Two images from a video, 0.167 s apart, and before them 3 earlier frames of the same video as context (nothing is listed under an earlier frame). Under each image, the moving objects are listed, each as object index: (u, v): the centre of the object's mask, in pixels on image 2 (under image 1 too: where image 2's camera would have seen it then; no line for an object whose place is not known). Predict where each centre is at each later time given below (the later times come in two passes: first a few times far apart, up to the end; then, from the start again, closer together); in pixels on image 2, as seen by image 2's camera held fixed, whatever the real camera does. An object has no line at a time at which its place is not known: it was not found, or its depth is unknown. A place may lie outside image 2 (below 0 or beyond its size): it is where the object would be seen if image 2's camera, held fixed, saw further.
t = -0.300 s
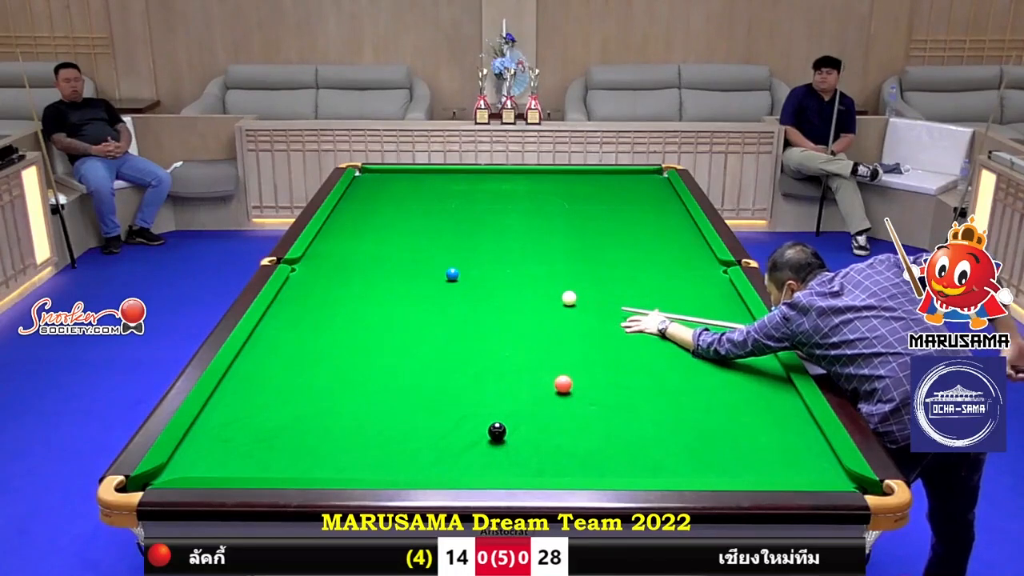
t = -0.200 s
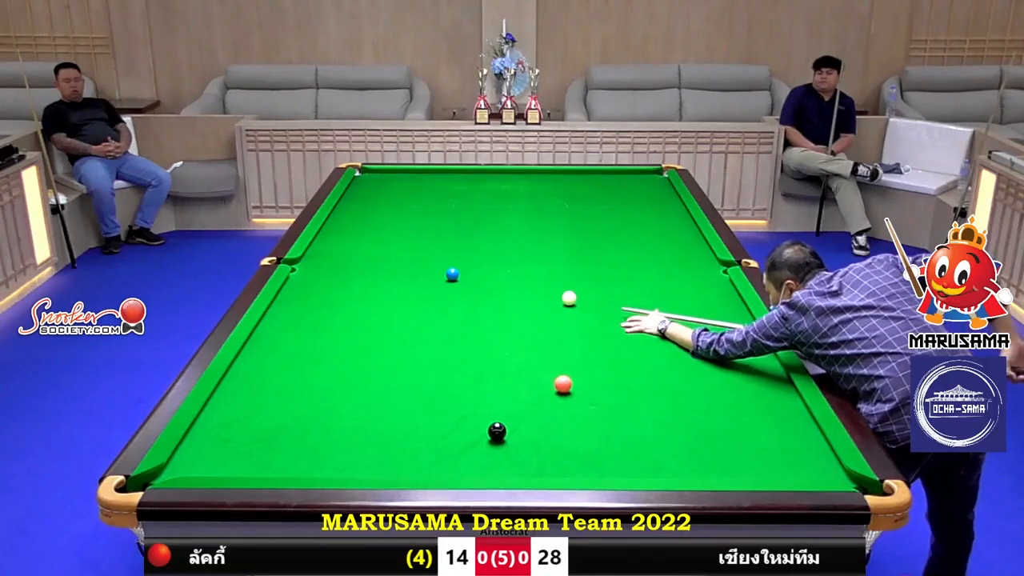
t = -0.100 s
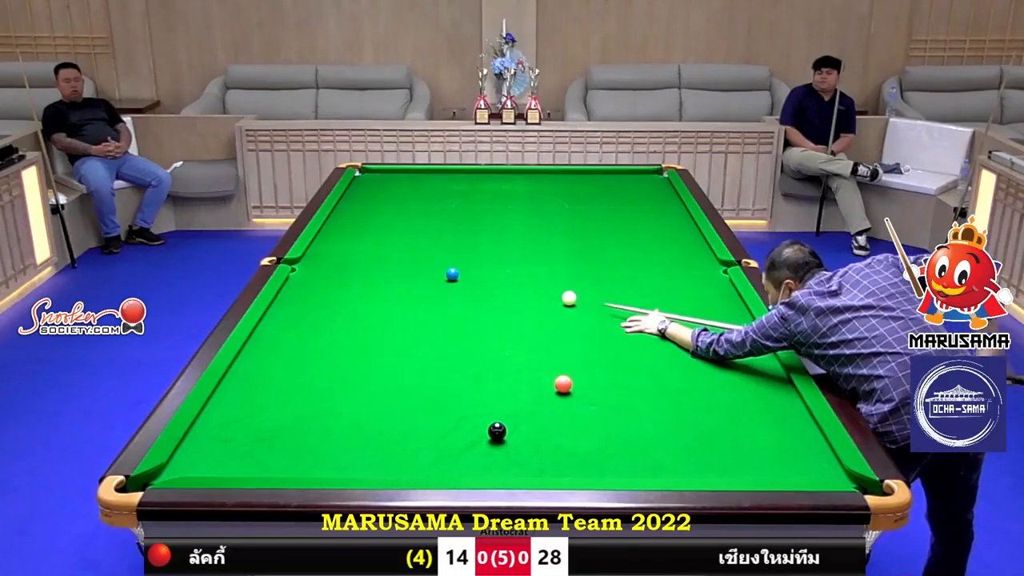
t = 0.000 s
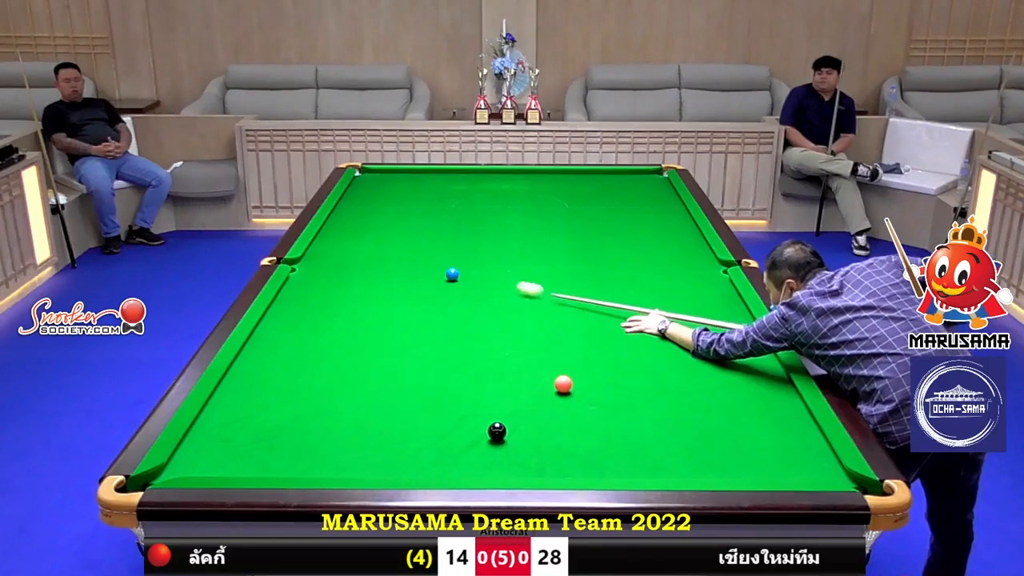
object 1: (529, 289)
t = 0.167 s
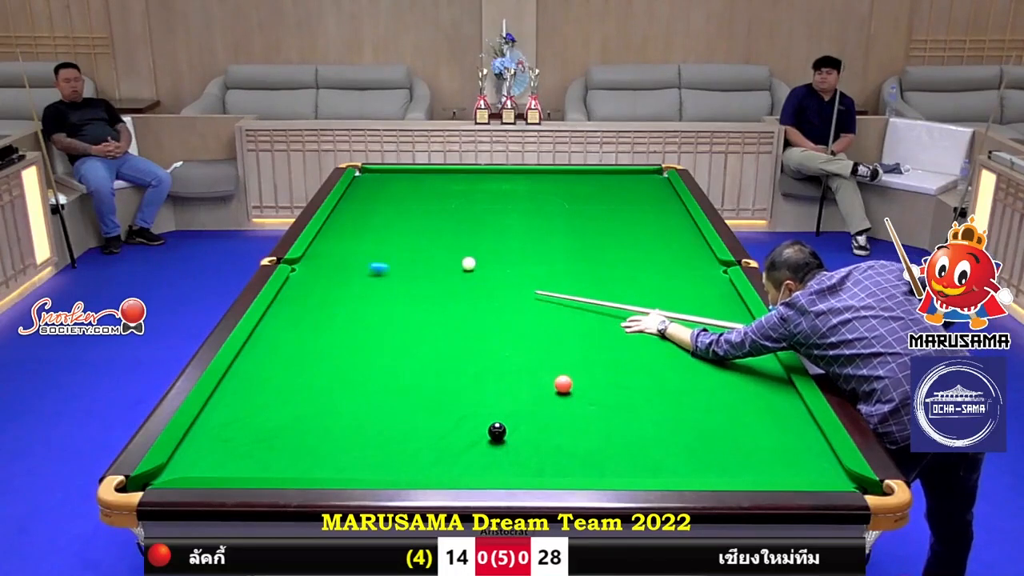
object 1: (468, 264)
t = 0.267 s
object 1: (468, 254)
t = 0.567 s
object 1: (456, 229)
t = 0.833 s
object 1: (447, 211)
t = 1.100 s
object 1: (439, 195)
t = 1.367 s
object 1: (431, 180)
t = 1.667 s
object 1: (424, 174)
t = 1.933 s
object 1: (419, 181)
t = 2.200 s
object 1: (414, 189)
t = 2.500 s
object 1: (408, 198)
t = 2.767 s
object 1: (402, 206)
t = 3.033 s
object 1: (397, 214)
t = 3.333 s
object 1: (391, 222)
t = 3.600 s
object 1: (386, 231)
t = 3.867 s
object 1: (381, 239)
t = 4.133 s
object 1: (376, 247)
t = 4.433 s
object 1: (371, 256)
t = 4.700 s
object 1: (366, 265)
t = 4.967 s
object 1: (361, 272)
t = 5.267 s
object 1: (356, 281)
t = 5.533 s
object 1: (353, 289)
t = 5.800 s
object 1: (349, 296)
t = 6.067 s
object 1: (345, 303)
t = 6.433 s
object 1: (342, 312)
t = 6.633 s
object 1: (338, 317)
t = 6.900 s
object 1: (335, 322)
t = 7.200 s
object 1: (332, 328)
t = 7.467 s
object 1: (330, 332)
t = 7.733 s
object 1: (328, 336)
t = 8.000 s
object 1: (326, 339)
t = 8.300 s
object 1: (324, 342)
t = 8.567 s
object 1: (323, 343)
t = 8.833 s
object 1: (322, 344)
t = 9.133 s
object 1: (322, 344)
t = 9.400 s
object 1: (322, 344)
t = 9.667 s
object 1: (322, 344)
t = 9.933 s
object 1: (322, 344)
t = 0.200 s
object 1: (469, 262)
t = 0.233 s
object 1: (469, 258)
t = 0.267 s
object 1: (468, 254)
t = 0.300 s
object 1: (467, 251)
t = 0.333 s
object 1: (466, 249)
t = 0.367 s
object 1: (465, 246)
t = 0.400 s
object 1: (464, 244)
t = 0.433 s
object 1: (462, 240)
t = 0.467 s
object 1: (460, 237)
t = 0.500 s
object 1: (460, 236)
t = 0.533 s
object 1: (458, 232)
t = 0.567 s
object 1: (456, 229)
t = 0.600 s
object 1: (456, 228)
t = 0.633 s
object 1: (454, 225)
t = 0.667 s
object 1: (452, 222)
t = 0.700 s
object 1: (452, 220)
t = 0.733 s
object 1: (450, 217)
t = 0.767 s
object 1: (449, 215)
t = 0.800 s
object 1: (448, 213)
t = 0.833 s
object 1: (447, 211)
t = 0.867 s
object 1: (445, 208)
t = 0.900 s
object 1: (445, 207)
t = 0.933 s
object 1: (443, 204)
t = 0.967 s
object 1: (442, 202)
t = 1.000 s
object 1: (442, 201)
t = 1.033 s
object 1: (440, 198)
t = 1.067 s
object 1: (439, 196)
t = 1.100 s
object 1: (439, 195)
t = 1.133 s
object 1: (437, 192)
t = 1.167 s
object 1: (436, 190)
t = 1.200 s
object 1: (436, 189)
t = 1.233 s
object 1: (434, 187)
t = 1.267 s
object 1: (433, 185)
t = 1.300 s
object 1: (433, 184)
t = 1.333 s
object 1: (432, 182)
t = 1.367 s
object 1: (431, 180)
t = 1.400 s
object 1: (430, 179)
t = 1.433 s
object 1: (429, 177)
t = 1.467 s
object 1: (428, 175)
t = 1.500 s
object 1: (428, 174)
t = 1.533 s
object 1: (427, 172)
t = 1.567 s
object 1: (426, 170)
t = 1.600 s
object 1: (425, 171)
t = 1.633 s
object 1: (425, 172)
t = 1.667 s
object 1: (424, 174)
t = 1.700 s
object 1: (423, 175)
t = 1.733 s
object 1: (423, 175)
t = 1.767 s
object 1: (422, 177)
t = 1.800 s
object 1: (422, 177)
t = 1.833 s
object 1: (421, 178)
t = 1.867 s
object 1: (420, 179)
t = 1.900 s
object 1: (420, 180)
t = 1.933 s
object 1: (419, 181)
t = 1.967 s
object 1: (418, 183)
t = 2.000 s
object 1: (418, 183)
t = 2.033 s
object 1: (417, 184)
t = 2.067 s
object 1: (416, 185)
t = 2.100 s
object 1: (416, 186)
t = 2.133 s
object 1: (415, 187)
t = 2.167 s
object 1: (414, 188)
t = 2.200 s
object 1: (414, 189)
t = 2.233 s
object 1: (413, 190)
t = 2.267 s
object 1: (412, 191)
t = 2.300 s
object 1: (412, 192)
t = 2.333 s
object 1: (411, 193)
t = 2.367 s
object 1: (410, 194)
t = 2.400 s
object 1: (409, 195)
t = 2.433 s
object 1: (409, 196)
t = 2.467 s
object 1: (408, 197)
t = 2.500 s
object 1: (408, 198)
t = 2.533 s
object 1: (407, 199)
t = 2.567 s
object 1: (406, 200)
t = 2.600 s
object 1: (405, 201)
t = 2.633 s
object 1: (405, 202)
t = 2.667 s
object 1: (404, 203)
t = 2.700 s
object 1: (404, 204)
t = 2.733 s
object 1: (403, 205)
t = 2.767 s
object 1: (402, 206)
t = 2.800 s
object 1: (402, 206)
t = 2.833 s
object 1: (401, 208)
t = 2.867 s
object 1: (400, 209)
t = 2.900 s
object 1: (400, 210)
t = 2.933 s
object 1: (399, 211)
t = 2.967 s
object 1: (398, 212)
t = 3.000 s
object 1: (397, 213)
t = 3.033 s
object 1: (397, 214)
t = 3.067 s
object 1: (396, 215)
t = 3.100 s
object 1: (395, 216)
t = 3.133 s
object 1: (395, 217)
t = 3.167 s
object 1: (394, 218)
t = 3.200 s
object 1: (393, 219)
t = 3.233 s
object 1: (392, 220)
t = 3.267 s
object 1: (392, 221)
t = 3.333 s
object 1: (391, 222)
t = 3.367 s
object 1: (391, 223)
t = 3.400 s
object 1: (390, 225)
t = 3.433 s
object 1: (389, 226)
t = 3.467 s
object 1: (389, 226)
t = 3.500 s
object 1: (388, 228)
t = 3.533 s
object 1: (387, 229)
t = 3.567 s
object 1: (387, 230)
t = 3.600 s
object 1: (386, 231)
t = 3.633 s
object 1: (385, 231)
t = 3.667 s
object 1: (385, 233)
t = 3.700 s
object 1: (384, 234)
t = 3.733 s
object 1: (383, 234)
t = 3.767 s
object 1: (383, 236)
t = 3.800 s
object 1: (382, 237)
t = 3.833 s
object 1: (381, 238)
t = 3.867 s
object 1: (381, 239)
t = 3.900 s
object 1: (380, 240)
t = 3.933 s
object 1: (380, 241)
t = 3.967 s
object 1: (379, 242)
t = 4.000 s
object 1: (378, 243)
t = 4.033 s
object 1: (378, 244)
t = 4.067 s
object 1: (377, 245)
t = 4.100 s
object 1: (376, 246)
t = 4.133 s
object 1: (376, 247)
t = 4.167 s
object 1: (375, 248)
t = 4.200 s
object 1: (374, 249)
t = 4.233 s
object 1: (374, 250)
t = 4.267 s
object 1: (373, 251)
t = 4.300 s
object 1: (373, 252)
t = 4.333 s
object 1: (372, 253)
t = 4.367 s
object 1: (372, 254)
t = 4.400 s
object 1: (371, 256)
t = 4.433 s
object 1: (371, 256)
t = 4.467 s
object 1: (370, 257)
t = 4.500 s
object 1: (369, 259)
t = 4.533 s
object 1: (369, 259)
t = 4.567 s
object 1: (368, 261)
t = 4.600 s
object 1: (367, 262)
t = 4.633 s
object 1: (367, 262)
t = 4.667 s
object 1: (366, 264)
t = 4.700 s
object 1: (366, 265)
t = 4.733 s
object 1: (365, 265)
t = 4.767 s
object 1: (364, 267)
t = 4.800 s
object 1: (364, 268)
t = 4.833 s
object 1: (363, 269)
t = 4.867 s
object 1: (363, 270)
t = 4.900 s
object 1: (362, 271)
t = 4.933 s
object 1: (362, 271)
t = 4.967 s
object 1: (361, 272)
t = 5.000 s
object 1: (360, 274)
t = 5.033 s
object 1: (360, 275)
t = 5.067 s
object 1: (359, 275)
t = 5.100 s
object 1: (359, 277)
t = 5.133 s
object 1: (358, 278)
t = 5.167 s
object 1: (358, 278)
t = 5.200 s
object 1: (357, 279)
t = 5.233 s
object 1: (357, 280)
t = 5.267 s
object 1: (356, 281)
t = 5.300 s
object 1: (356, 282)
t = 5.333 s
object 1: (356, 283)
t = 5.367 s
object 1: (355, 284)
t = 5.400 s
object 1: (354, 285)
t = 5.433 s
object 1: (354, 286)
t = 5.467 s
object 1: (353, 287)
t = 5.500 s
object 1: (353, 288)
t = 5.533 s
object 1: (353, 289)
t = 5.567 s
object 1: (352, 290)
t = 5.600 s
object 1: (351, 291)
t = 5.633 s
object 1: (351, 292)
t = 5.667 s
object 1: (351, 293)
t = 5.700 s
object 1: (350, 294)
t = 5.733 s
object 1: (349, 295)
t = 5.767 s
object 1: (349, 295)
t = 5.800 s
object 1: (349, 296)
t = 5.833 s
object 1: (348, 297)
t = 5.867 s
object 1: (348, 298)
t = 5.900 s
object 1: (347, 299)
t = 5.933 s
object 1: (347, 300)
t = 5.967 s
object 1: (346, 301)
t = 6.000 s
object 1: (346, 301)
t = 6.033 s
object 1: (346, 302)
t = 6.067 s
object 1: (345, 303)
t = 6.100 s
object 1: (345, 303)
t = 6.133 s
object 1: (344, 304)
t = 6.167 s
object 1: (344, 305)
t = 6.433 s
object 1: (342, 312)
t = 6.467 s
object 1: (340, 313)
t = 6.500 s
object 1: (340, 314)
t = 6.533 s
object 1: (339, 314)
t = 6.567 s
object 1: (339, 315)
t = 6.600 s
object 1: (338, 316)
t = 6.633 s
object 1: (338, 317)
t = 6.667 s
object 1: (338, 317)
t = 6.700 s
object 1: (337, 318)
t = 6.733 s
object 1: (337, 319)
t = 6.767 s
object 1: (337, 320)
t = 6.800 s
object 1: (336, 320)
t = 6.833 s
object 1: (336, 321)
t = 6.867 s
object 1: (336, 322)
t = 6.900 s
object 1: (335, 322)
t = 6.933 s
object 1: (335, 323)
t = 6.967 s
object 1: (335, 323)
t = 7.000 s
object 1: (334, 324)
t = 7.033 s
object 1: (334, 325)
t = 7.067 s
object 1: (334, 326)
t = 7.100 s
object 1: (333, 326)
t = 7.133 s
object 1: (333, 327)
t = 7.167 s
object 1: (333, 327)
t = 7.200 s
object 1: (332, 328)
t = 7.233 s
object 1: (332, 329)
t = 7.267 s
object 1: (332, 329)
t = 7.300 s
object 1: (331, 330)
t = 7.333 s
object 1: (331, 330)
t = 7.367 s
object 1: (331, 331)
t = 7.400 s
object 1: (330, 331)
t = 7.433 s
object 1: (330, 332)
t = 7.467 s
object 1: (330, 332)
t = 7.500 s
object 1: (329, 333)
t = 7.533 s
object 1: (329, 333)
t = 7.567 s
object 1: (329, 334)
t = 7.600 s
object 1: (329, 335)
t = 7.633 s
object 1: (328, 335)
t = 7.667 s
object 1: (328, 335)
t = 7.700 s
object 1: (328, 336)
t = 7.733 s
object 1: (328, 336)
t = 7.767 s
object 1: (327, 336)
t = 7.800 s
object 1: (327, 337)
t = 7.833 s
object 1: (327, 338)
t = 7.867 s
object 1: (327, 338)
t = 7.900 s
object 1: (326, 338)
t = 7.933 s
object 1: (326, 338)
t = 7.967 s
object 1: (326, 339)
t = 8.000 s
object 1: (326, 339)
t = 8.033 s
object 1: (325, 340)
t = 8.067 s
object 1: (325, 340)
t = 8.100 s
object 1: (325, 340)
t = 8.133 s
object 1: (325, 340)
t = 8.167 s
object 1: (325, 341)
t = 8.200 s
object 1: (324, 341)
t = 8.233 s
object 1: (324, 341)
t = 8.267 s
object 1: (324, 342)
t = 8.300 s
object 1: (324, 342)
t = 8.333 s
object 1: (324, 342)
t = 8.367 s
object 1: (324, 342)
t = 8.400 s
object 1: (323, 343)
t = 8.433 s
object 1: (323, 343)
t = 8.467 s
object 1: (323, 343)
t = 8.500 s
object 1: (323, 343)
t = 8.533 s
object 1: (323, 343)
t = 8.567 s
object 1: (323, 343)
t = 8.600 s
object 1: (323, 344)
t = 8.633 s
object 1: (323, 344)
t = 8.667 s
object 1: (323, 344)
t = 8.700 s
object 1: (323, 344)
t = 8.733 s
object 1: (323, 344)
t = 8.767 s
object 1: (322, 344)
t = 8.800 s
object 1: (322, 344)
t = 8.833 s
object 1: (322, 344)
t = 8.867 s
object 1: (322, 344)
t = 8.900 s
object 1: (322, 344)
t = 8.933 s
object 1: (322, 344)
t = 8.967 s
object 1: (322, 344)
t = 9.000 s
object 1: (322, 344)
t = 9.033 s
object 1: (322, 344)
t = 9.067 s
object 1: (322, 344)
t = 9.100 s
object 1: (322, 344)
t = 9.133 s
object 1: (322, 344)
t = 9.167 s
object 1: (322, 344)
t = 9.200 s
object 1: (322, 344)
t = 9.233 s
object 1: (322, 344)
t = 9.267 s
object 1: (322, 344)
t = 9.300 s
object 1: (322, 344)
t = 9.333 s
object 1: (322, 344)
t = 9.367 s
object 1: (322, 344)
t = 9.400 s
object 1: (322, 344)
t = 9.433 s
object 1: (322, 344)
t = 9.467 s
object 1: (322, 344)
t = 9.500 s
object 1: (322, 344)
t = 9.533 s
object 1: (322, 344)
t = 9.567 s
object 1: (322, 344)
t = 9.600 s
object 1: (322, 344)
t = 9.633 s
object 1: (322, 344)
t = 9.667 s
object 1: (322, 344)
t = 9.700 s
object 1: (322, 344)
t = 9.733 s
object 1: (322, 344)
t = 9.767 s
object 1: (322, 344)
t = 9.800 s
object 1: (322, 344)
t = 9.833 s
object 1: (322, 344)
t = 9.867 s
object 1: (322, 344)
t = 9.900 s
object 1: (322, 344)
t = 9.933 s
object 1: (322, 344)
